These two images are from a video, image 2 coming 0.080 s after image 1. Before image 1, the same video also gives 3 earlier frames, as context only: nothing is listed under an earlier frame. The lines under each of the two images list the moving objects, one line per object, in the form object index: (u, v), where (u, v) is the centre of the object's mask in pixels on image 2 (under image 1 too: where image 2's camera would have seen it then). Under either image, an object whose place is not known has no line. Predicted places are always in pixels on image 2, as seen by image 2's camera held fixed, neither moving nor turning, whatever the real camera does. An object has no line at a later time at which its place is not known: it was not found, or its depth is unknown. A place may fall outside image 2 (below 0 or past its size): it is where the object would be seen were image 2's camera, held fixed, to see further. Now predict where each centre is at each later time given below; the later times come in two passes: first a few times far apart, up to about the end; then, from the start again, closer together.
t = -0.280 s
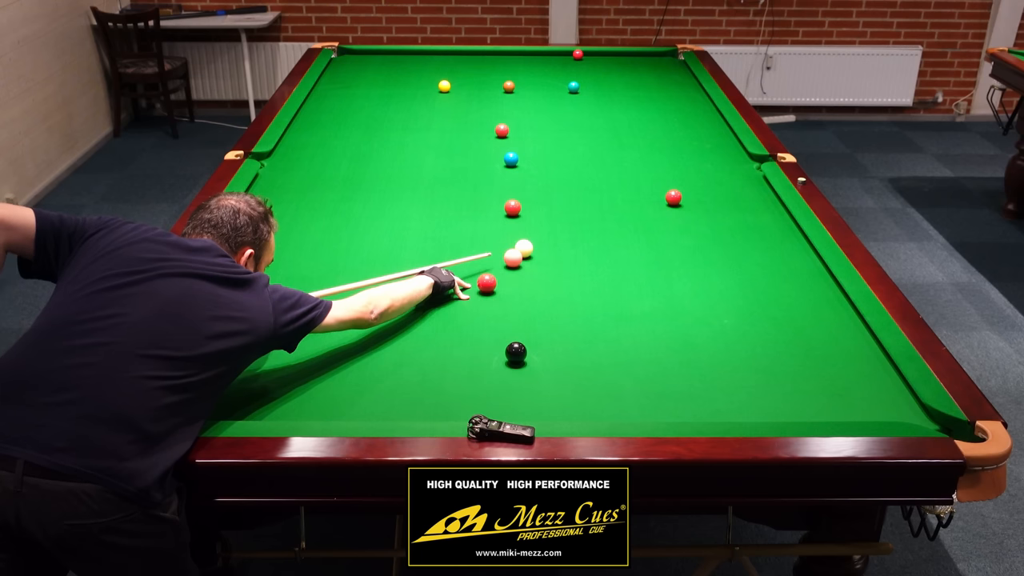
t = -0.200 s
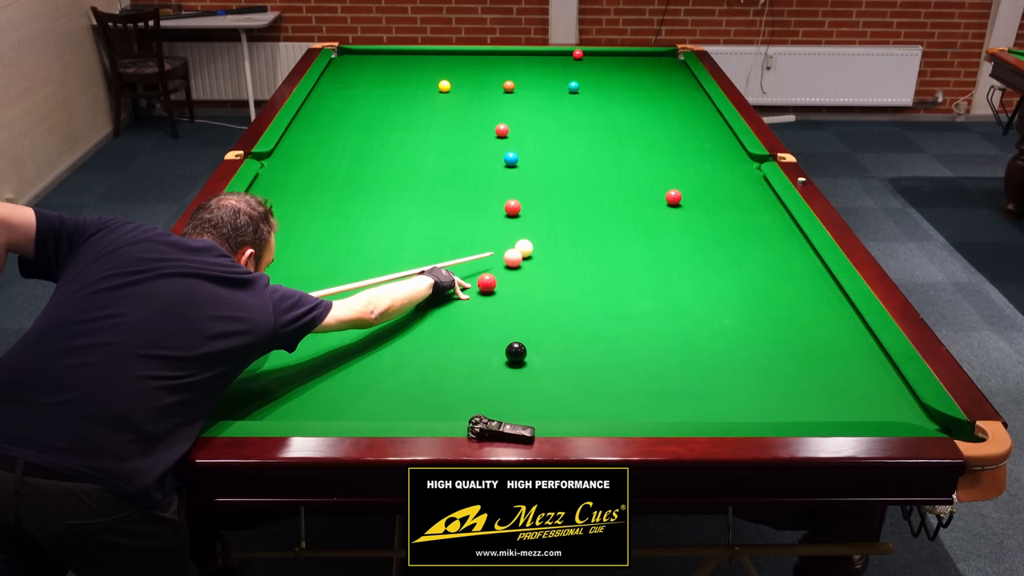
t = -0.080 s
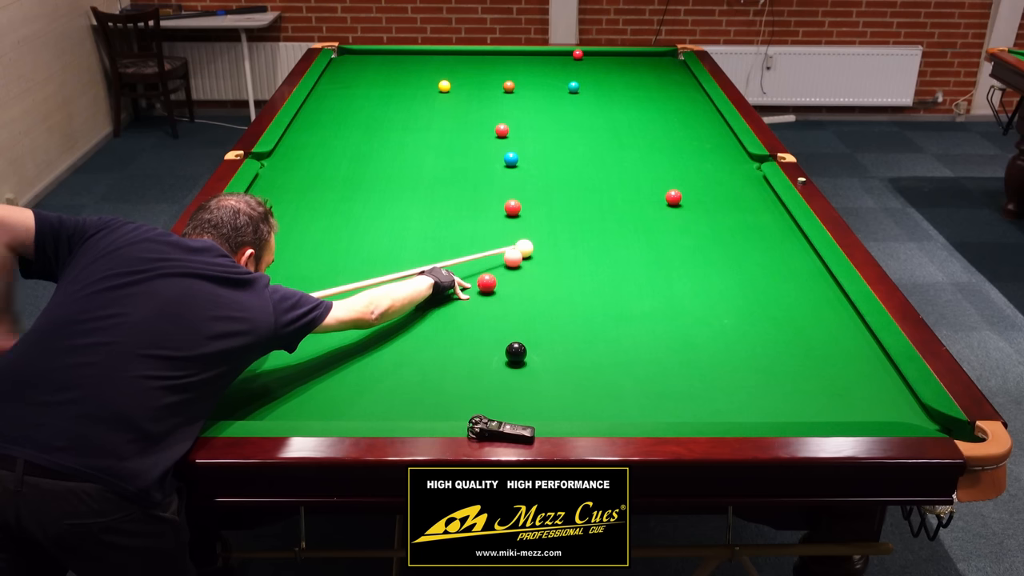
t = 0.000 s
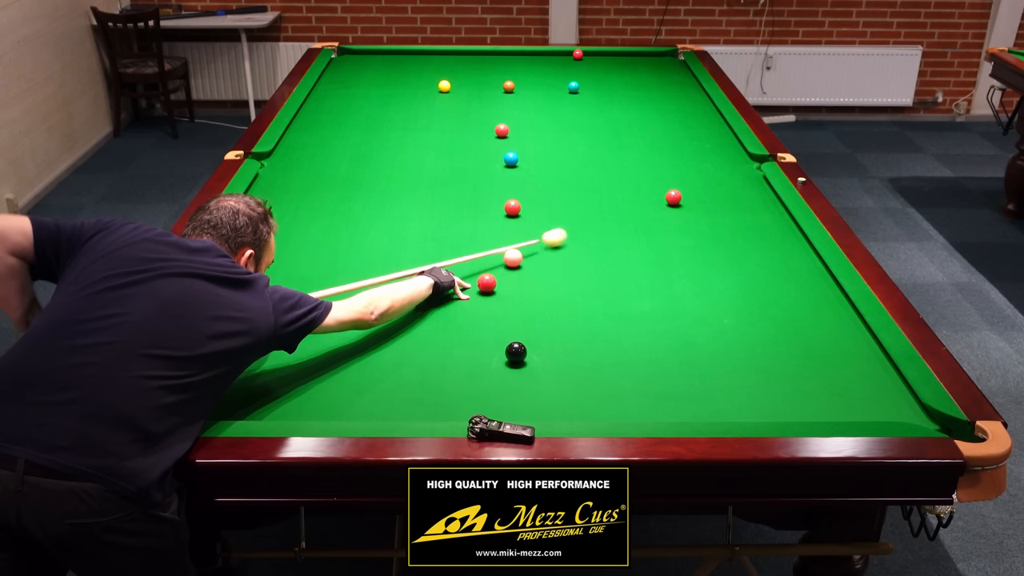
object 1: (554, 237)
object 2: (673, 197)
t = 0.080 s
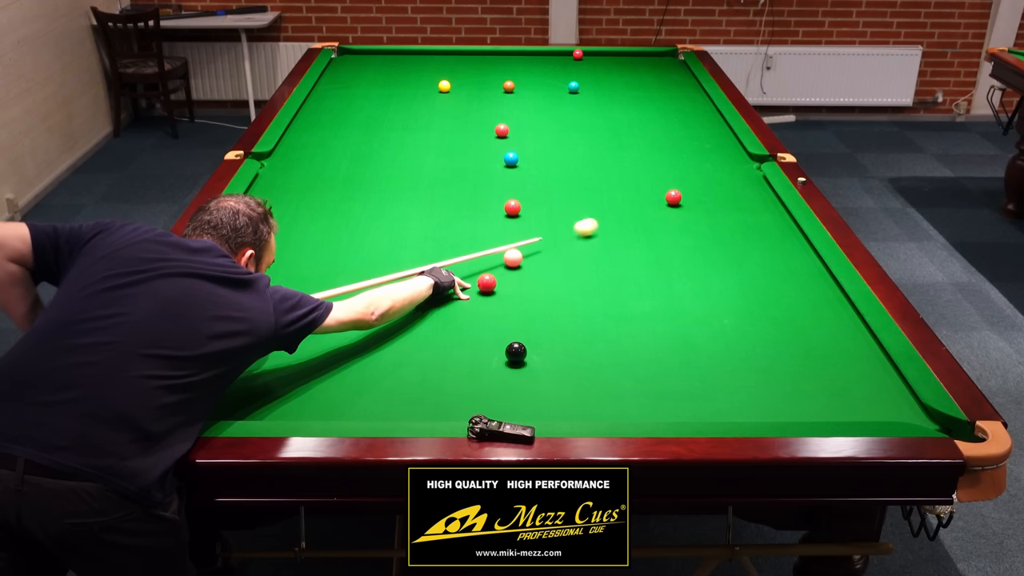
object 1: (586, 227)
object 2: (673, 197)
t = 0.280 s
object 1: (658, 203)
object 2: (674, 197)
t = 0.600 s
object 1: (696, 200)
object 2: (734, 169)
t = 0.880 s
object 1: (730, 195)
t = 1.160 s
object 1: (760, 192)
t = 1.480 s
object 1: (749, 188)
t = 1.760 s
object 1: (731, 186)
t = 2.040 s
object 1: (715, 184)
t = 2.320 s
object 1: (703, 181)
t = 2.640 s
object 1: (689, 180)
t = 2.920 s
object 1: (679, 178)
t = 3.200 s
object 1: (672, 178)
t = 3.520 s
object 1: (665, 177)
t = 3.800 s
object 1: (662, 177)
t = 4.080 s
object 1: (660, 176)
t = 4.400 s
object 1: (661, 176)
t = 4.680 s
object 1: (661, 176)
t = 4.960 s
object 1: (660, 176)
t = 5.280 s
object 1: (660, 176)
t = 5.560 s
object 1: (660, 176)
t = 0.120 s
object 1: (601, 222)
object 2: (673, 197)
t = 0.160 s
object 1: (616, 217)
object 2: (673, 197)
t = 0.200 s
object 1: (630, 212)
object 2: (673, 197)
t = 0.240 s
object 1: (644, 207)
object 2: (673, 197)
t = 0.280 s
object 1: (658, 203)
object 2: (674, 197)
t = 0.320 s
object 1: (666, 202)
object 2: (679, 194)
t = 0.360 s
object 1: (669, 202)
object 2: (688, 190)
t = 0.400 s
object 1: (673, 202)
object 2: (697, 185)
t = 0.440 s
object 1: (677, 202)
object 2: (706, 182)
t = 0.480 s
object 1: (681, 201)
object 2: (713, 178)
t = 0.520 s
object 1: (686, 201)
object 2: (721, 175)
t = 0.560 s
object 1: (691, 200)
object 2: (727, 172)
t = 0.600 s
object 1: (696, 200)
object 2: (734, 169)
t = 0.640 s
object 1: (701, 199)
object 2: (740, 166)
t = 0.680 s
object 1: (706, 198)
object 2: (745, 163)
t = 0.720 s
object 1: (711, 198)
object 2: (751, 161)
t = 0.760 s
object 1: (716, 197)
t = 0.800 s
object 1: (720, 196)
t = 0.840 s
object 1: (725, 196)
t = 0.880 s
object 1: (730, 195)
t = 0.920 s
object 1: (734, 195)
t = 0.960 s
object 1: (739, 194)
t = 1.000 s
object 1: (743, 194)
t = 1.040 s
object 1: (748, 193)
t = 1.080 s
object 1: (752, 193)
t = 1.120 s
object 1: (756, 192)
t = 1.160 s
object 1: (760, 192)
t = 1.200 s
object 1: (765, 191)
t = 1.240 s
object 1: (767, 191)
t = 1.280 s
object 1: (763, 190)
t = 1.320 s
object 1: (761, 190)
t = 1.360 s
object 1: (758, 189)
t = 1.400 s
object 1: (755, 189)
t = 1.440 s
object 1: (752, 188)
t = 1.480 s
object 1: (749, 188)
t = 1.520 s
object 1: (747, 188)
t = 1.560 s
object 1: (744, 187)
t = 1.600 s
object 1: (741, 187)
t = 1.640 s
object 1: (739, 187)
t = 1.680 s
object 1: (736, 186)
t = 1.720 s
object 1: (734, 186)
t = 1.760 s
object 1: (731, 186)
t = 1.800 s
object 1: (729, 185)
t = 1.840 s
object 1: (726, 185)
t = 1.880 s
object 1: (724, 185)
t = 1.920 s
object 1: (722, 184)
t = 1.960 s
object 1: (720, 184)
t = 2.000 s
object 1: (718, 184)
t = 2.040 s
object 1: (715, 184)
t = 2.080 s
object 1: (713, 183)
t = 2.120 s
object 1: (711, 183)
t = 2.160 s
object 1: (709, 183)
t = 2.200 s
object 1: (707, 182)
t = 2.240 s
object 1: (706, 182)
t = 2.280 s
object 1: (704, 182)
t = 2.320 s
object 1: (703, 181)
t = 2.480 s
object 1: (695, 180)
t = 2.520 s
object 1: (693, 180)
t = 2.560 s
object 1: (692, 180)
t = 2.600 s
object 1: (690, 180)
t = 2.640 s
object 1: (689, 180)
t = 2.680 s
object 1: (687, 180)
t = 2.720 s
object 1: (686, 179)
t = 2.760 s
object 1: (684, 179)
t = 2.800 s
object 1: (683, 179)
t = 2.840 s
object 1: (681, 179)
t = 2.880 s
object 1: (680, 179)
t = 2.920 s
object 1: (679, 178)
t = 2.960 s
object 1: (678, 178)
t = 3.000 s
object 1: (677, 178)
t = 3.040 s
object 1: (676, 178)
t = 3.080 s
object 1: (675, 178)
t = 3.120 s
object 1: (674, 178)
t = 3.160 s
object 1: (673, 178)
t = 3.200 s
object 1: (672, 178)
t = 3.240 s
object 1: (671, 177)
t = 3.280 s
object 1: (670, 177)
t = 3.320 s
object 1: (669, 177)
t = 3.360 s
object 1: (668, 177)
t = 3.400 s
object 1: (667, 177)
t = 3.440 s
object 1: (667, 177)
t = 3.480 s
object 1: (666, 177)
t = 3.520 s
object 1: (665, 177)
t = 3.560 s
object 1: (665, 177)
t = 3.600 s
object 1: (664, 177)
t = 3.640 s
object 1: (664, 177)
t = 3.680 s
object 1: (663, 177)
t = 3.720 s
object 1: (663, 177)
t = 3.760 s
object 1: (662, 177)
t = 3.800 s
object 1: (662, 177)
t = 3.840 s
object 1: (661, 176)
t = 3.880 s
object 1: (661, 176)
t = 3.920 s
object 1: (661, 176)
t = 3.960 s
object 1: (661, 176)
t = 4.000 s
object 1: (661, 176)
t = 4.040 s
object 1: (661, 176)
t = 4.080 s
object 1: (660, 176)
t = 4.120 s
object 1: (660, 176)
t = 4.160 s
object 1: (660, 176)
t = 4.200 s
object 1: (660, 176)
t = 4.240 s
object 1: (660, 176)
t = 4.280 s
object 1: (660, 176)
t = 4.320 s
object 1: (660, 176)
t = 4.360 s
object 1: (660, 176)
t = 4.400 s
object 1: (661, 176)
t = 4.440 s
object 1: (661, 176)
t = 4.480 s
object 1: (661, 176)
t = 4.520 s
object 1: (661, 176)
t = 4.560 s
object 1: (661, 176)
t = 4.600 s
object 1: (661, 176)
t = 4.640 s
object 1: (661, 176)
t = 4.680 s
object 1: (661, 176)
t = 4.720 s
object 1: (660, 176)
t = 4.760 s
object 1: (660, 176)
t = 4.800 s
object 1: (660, 176)
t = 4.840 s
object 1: (661, 176)
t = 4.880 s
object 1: (661, 176)
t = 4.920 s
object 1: (661, 176)
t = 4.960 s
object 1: (660, 176)
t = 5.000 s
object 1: (661, 176)
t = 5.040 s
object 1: (660, 176)
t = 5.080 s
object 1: (660, 176)
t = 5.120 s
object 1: (660, 176)
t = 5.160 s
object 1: (660, 176)
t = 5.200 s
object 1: (660, 176)
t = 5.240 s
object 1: (660, 176)
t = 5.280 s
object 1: (660, 176)
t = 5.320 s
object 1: (661, 176)
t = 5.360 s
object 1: (661, 176)
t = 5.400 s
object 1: (660, 176)
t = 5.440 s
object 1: (660, 176)
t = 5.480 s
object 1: (660, 176)
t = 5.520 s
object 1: (660, 176)
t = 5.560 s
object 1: (660, 176)
